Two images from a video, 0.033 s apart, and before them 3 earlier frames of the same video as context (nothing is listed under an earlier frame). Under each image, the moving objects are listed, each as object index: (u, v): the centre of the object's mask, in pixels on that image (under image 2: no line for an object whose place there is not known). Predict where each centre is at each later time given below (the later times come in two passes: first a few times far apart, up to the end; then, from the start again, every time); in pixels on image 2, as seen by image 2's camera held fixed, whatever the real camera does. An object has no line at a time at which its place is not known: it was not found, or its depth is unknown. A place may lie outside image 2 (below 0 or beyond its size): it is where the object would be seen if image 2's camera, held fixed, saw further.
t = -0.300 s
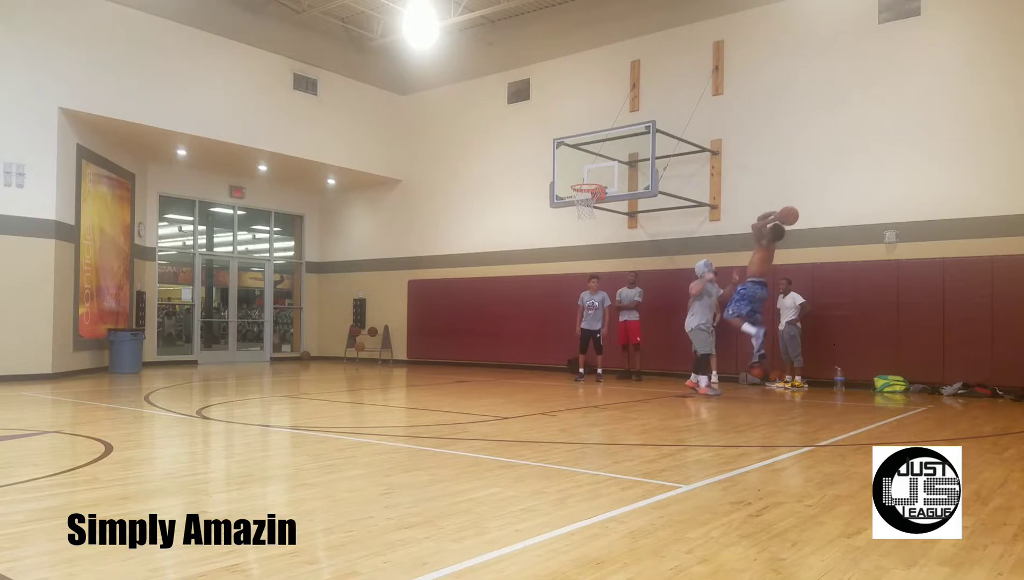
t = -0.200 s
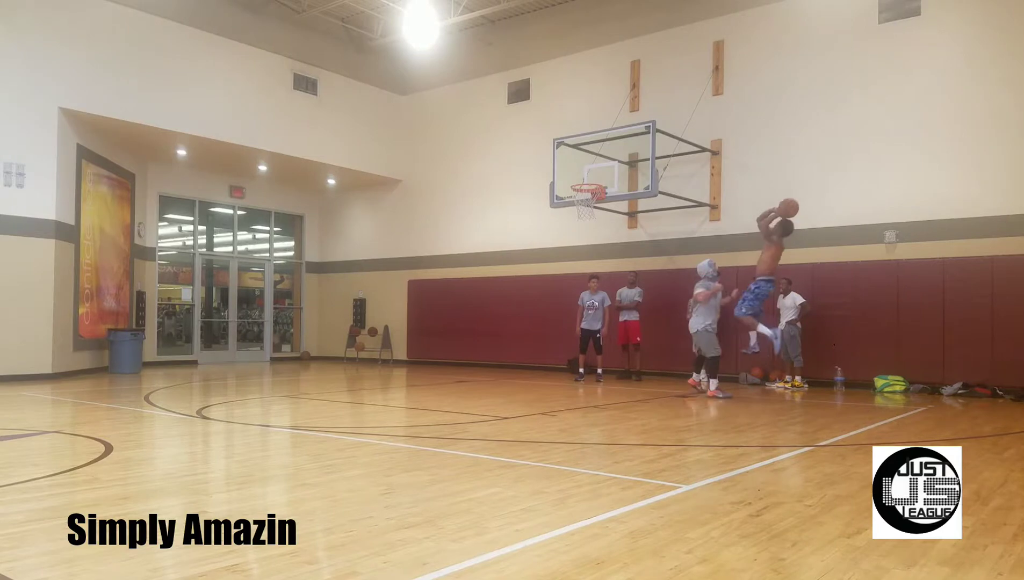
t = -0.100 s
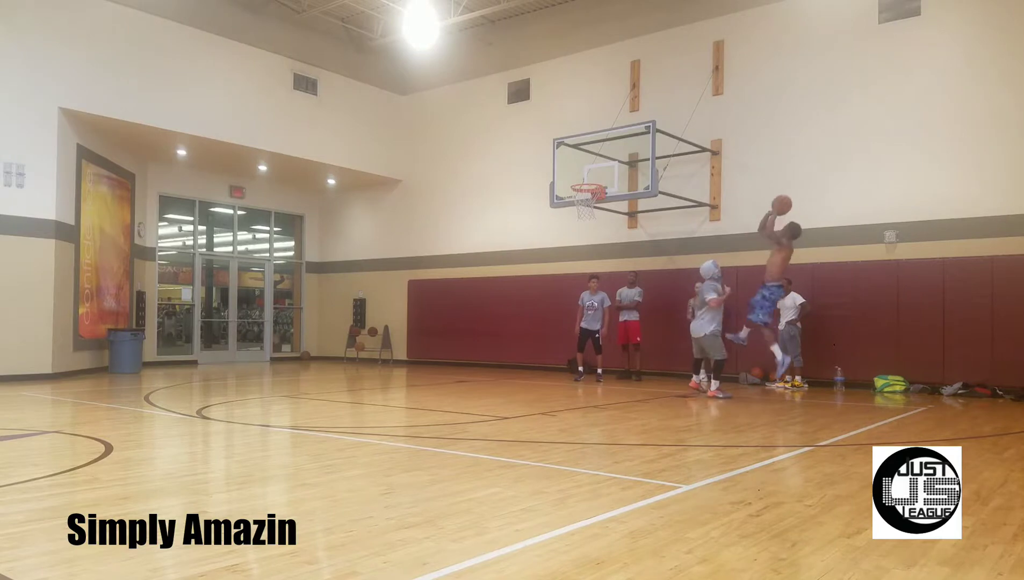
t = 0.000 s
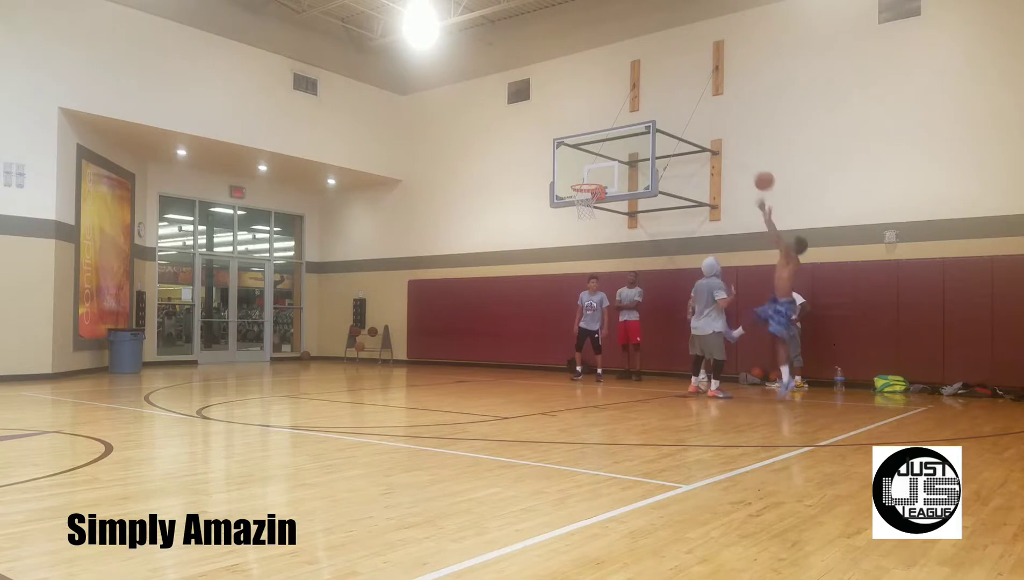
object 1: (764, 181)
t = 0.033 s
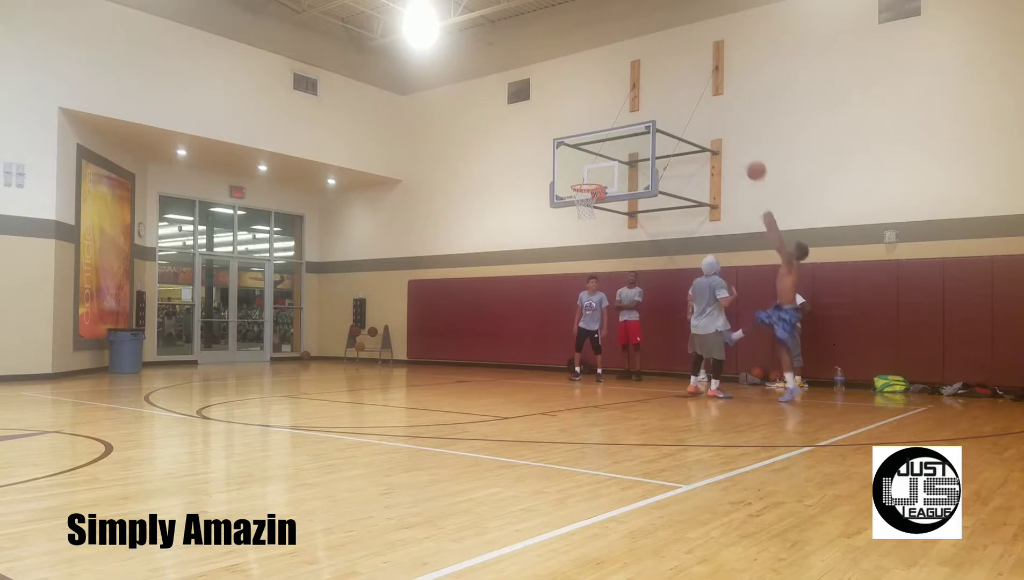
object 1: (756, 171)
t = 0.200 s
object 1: (718, 135)
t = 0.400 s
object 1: (675, 119)
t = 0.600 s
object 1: (636, 133)
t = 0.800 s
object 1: (600, 172)
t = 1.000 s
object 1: (584, 183)
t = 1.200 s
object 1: (588, 181)
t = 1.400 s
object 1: (588, 194)
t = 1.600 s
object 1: (586, 231)
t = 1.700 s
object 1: (586, 257)
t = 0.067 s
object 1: (748, 162)
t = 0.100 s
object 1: (740, 154)
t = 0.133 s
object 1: (732, 146)
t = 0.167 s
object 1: (725, 140)
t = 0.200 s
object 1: (718, 135)
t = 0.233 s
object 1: (710, 130)
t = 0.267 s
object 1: (703, 126)
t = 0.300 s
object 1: (696, 123)
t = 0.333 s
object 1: (689, 121)
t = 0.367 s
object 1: (682, 120)
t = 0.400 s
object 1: (675, 119)
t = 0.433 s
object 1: (669, 120)
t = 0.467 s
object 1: (662, 121)
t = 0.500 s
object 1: (656, 122)
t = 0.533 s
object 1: (649, 125)
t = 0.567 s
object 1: (642, 129)
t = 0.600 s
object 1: (636, 133)
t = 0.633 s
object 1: (630, 138)
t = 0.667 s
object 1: (624, 144)
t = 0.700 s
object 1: (618, 150)
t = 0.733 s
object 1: (612, 156)
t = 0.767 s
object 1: (606, 164)
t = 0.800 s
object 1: (600, 172)
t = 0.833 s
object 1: (595, 179)
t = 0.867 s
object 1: (591, 181)
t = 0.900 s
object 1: (587, 182)
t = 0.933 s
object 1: (583, 184)
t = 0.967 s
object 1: (582, 184)
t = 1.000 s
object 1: (584, 183)
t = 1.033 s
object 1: (586, 181)
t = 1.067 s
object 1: (588, 181)
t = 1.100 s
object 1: (589, 181)
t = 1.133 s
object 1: (589, 181)
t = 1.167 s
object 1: (588, 181)
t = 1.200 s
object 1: (588, 181)
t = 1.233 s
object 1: (587, 183)
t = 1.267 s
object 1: (586, 185)
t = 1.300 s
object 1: (586, 189)
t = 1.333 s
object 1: (587, 191)
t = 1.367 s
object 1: (587, 193)
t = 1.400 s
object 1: (588, 194)
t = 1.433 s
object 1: (586, 202)
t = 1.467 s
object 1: (587, 209)
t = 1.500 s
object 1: (587, 213)
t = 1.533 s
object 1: (586, 218)
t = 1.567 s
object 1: (587, 224)
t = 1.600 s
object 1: (586, 231)
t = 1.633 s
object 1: (587, 238)
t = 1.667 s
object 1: (586, 247)
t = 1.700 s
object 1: (586, 257)
